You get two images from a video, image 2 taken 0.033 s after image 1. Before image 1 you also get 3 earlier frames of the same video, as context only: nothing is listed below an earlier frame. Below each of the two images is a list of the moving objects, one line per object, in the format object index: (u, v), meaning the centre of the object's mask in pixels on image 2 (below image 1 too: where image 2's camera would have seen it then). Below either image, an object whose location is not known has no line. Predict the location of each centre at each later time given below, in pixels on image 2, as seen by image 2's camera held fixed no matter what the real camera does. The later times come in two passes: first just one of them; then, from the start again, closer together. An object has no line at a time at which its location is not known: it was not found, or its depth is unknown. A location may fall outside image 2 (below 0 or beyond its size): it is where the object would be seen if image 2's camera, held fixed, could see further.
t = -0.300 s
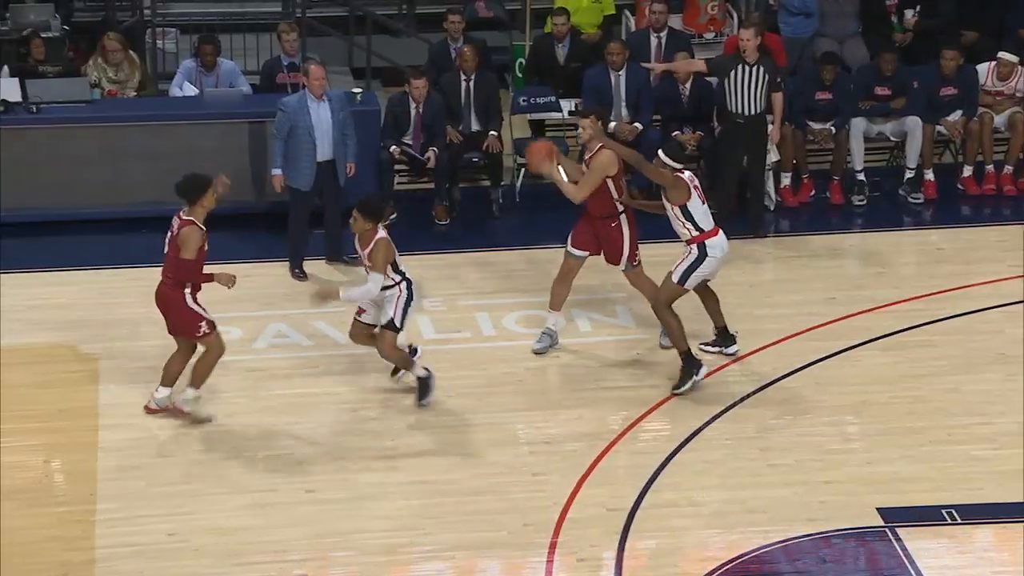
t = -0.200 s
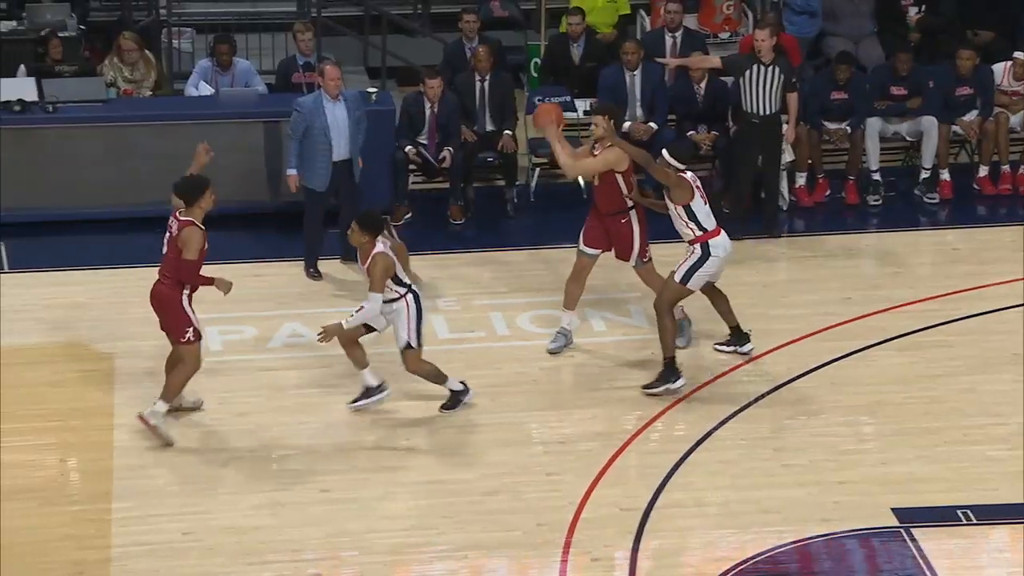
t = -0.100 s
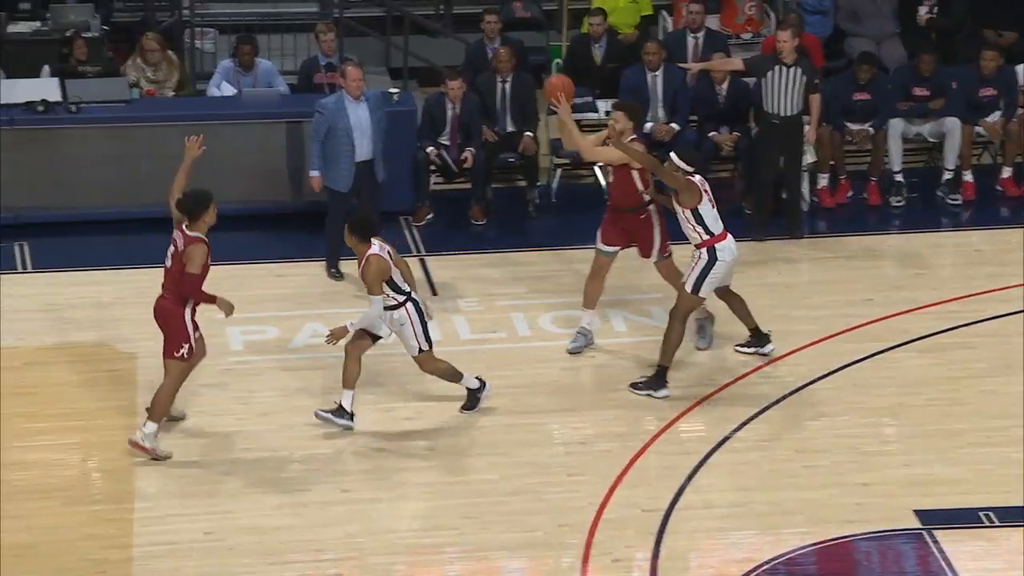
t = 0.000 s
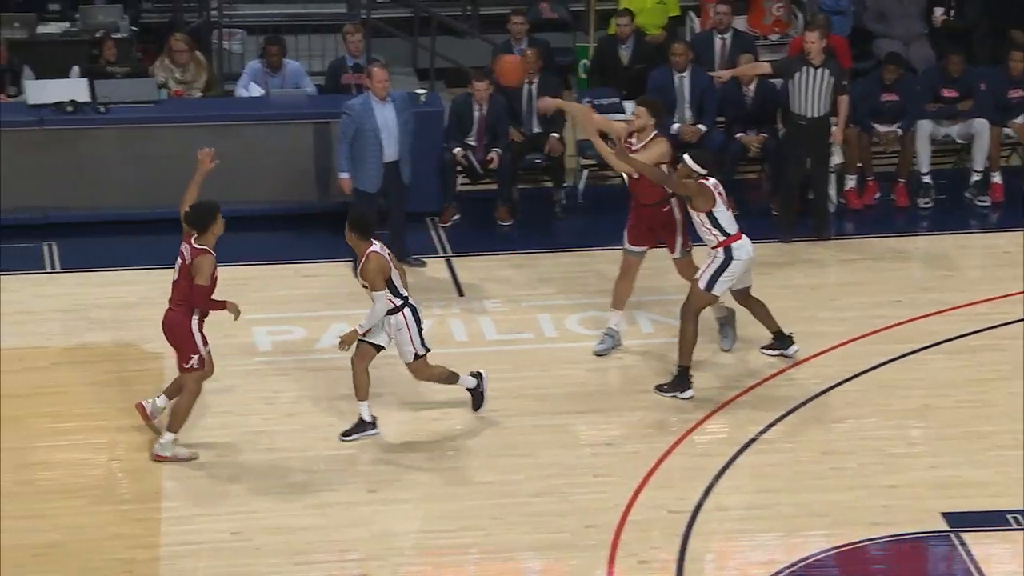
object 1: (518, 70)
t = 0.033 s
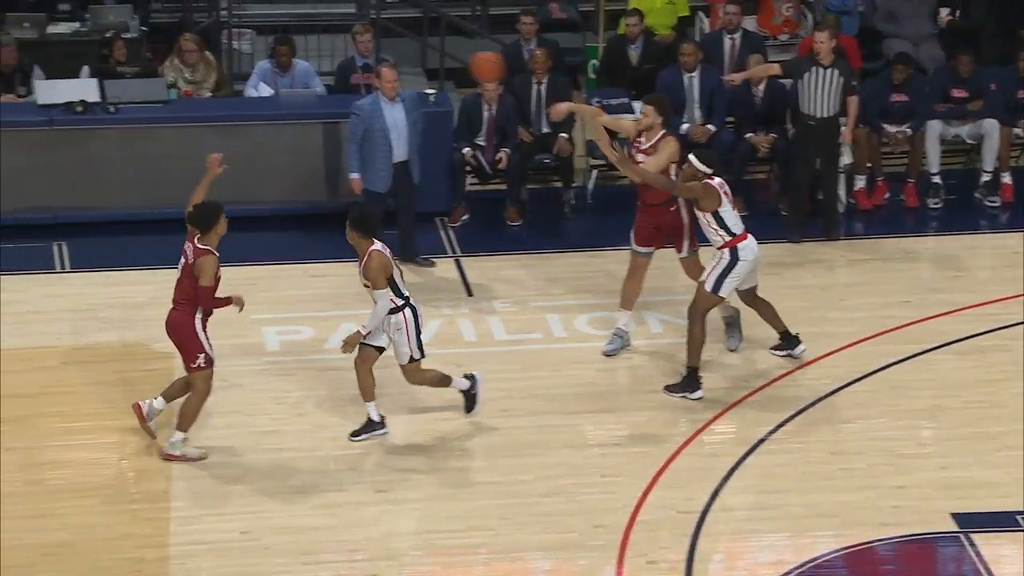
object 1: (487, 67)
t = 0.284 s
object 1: (229, 86)
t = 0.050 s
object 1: (470, 66)
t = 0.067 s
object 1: (454, 66)
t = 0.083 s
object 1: (438, 66)
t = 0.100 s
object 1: (422, 64)
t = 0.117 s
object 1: (405, 64)
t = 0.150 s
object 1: (368, 66)
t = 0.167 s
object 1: (353, 69)
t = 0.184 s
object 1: (334, 70)
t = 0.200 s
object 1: (319, 71)
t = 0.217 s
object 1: (300, 73)
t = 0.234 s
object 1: (283, 76)
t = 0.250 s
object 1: (265, 78)
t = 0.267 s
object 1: (246, 83)
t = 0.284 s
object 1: (229, 86)
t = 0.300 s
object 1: (212, 89)
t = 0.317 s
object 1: (194, 94)
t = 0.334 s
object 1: (176, 99)
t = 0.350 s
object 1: (158, 103)
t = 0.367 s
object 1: (140, 108)
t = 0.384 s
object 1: (120, 114)
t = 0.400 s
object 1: (101, 119)
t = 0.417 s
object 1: (82, 126)
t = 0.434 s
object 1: (63, 132)
